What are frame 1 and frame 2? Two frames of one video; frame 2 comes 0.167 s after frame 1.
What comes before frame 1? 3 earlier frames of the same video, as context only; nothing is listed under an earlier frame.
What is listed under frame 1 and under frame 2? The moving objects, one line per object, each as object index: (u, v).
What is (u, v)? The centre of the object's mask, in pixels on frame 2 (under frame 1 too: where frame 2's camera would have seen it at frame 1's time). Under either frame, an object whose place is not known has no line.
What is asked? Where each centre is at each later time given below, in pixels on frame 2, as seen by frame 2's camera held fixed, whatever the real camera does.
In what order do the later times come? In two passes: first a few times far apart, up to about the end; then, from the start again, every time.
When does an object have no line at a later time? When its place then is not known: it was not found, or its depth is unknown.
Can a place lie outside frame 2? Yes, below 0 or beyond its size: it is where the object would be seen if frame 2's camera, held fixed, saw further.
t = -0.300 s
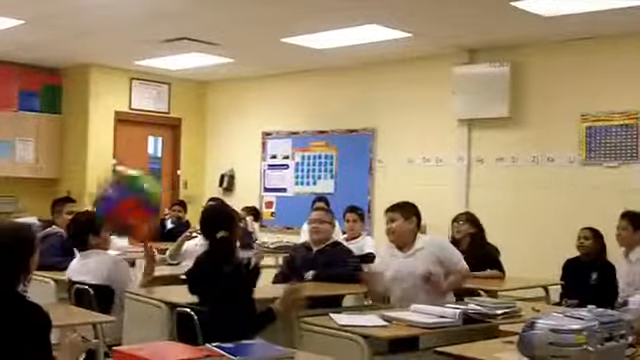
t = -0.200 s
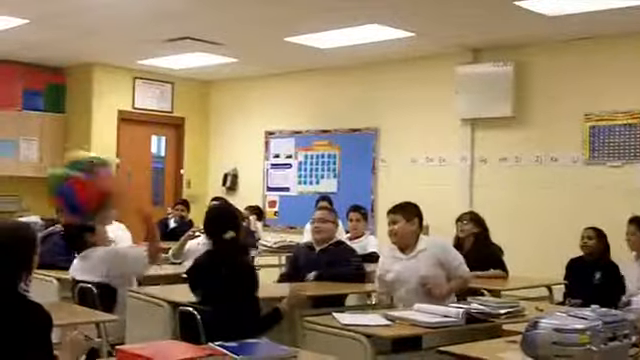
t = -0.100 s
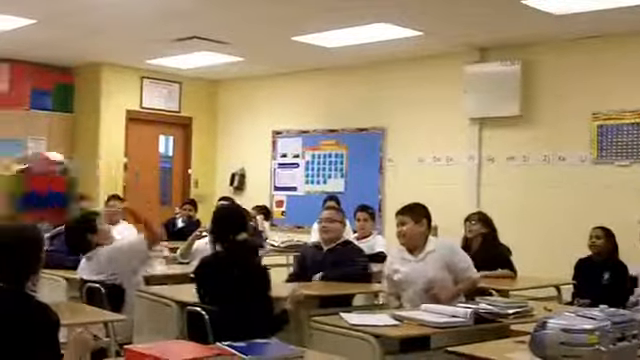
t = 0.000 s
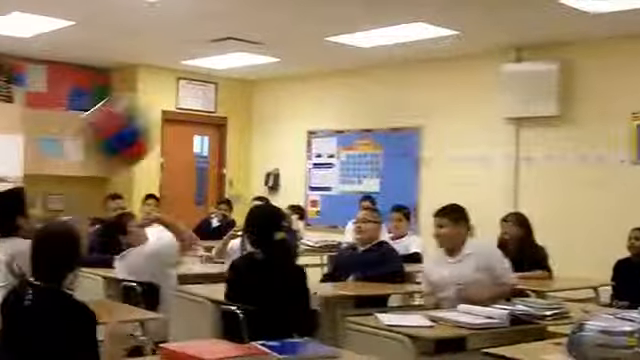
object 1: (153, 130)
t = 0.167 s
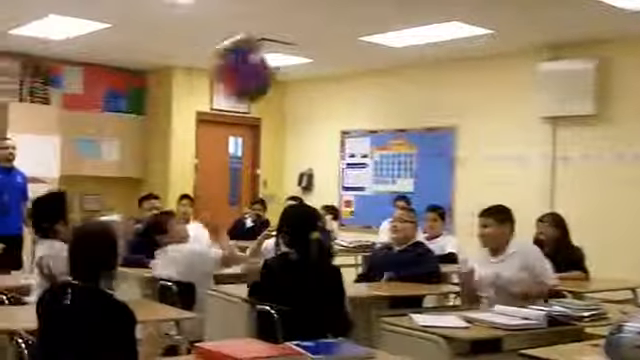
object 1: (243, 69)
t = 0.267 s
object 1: (295, 54)
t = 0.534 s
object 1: (403, 82)
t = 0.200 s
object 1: (262, 61)
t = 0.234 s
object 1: (279, 57)
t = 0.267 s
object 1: (295, 54)
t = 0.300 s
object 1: (311, 53)
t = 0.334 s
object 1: (326, 52)
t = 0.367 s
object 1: (340, 54)
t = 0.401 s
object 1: (353, 57)
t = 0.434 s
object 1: (366, 61)
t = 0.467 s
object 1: (379, 66)
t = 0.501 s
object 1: (392, 74)
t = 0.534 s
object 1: (403, 82)
